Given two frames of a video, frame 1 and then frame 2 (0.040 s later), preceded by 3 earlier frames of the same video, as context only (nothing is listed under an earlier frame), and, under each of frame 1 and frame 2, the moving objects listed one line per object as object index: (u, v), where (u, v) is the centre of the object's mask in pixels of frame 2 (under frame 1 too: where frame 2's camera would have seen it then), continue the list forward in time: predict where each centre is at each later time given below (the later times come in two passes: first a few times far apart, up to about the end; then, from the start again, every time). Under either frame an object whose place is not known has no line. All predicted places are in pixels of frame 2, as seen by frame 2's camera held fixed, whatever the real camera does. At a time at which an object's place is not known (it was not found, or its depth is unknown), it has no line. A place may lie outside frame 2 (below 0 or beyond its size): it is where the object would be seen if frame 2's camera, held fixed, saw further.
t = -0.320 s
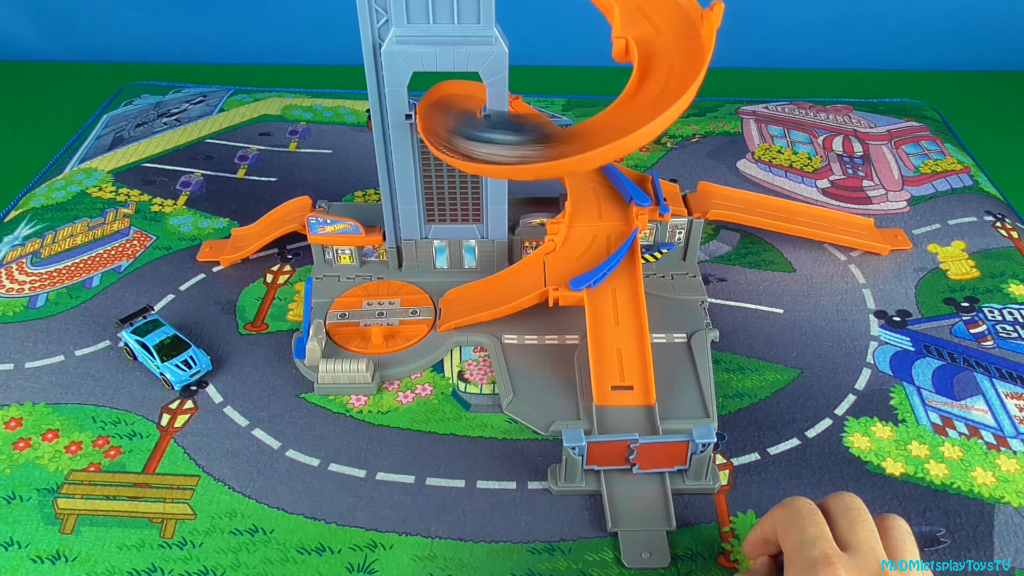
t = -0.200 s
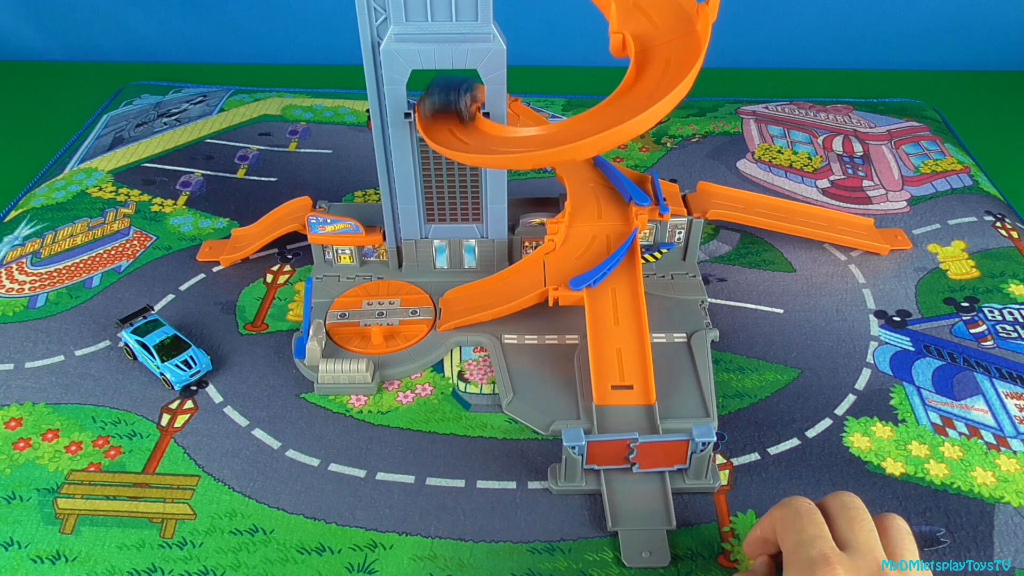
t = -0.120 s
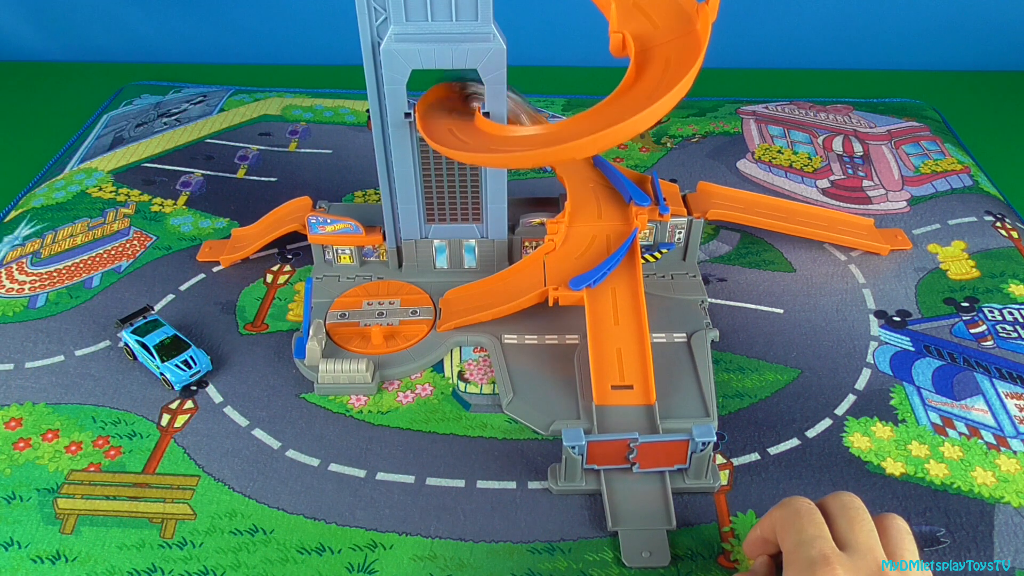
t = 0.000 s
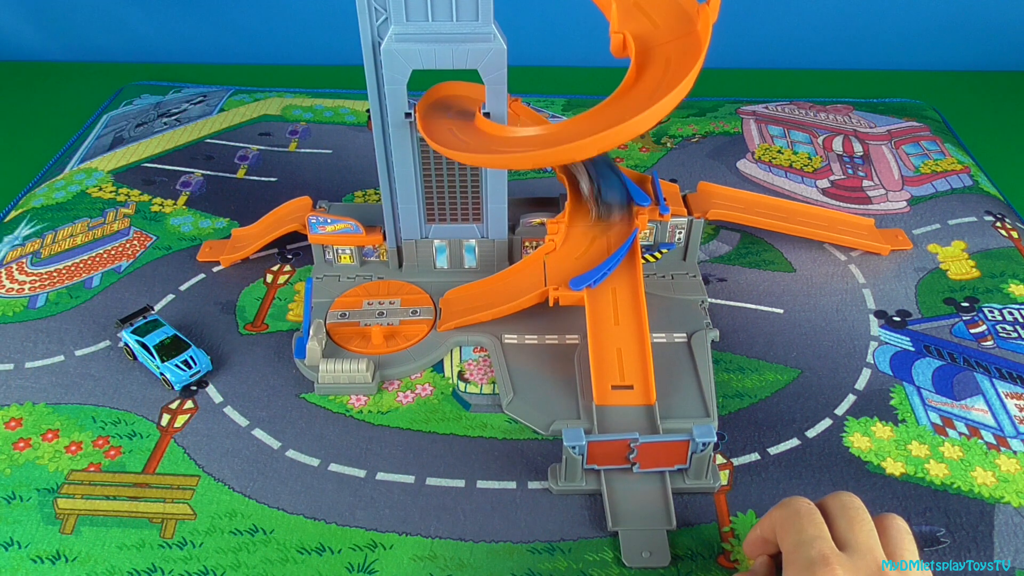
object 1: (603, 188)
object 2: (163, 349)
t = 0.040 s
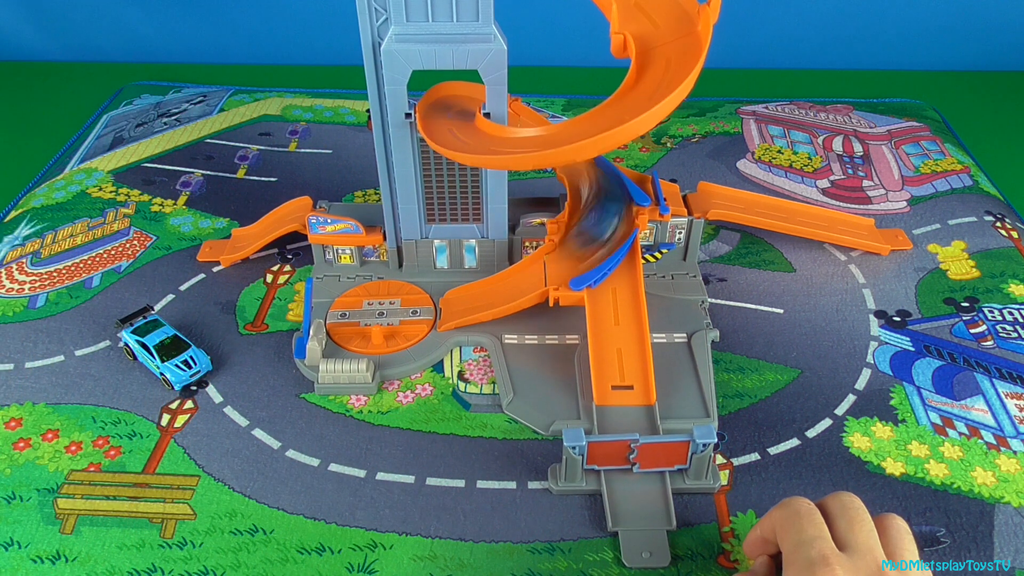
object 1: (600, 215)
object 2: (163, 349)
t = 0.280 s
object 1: (351, 299)
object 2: (163, 349)
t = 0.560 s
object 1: (112, 296)
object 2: (108, 379)
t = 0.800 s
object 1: (71, 266)
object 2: (108, 379)
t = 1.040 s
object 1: (93, 282)
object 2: (108, 379)
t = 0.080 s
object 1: (587, 242)
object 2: (163, 349)
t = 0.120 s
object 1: (554, 261)
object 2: (163, 349)
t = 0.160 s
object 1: (503, 283)
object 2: (163, 349)
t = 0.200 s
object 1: (452, 296)
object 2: (163, 349)
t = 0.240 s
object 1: (398, 300)
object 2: (163, 349)
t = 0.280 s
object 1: (351, 299)
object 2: (163, 349)
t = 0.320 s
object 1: (292, 308)
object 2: (163, 349)
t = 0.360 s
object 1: (243, 315)
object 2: (163, 349)
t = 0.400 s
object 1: (214, 314)
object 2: (150, 356)
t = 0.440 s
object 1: (186, 309)
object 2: (127, 368)
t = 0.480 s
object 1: (162, 307)
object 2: (113, 376)
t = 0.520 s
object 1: (137, 303)
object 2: (108, 379)
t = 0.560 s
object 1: (112, 296)
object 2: (108, 379)
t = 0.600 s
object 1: (100, 289)
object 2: (108, 379)
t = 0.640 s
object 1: (90, 281)
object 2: (108, 379)
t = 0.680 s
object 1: (82, 274)
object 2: (108, 379)
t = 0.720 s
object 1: (76, 270)
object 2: (108, 379)
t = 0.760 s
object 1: (72, 266)
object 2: (108, 379)
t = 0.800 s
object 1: (71, 266)
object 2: (108, 379)
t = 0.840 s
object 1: (72, 266)
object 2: (108, 379)
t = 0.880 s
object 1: (74, 267)
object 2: (108, 380)
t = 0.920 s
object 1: (76, 270)
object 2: (108, 379)
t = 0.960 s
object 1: (81, 274)
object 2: (108, 379)
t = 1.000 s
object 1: (88, 278)
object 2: (108, 379)
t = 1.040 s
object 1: (93, 282)
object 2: (108, 379)
